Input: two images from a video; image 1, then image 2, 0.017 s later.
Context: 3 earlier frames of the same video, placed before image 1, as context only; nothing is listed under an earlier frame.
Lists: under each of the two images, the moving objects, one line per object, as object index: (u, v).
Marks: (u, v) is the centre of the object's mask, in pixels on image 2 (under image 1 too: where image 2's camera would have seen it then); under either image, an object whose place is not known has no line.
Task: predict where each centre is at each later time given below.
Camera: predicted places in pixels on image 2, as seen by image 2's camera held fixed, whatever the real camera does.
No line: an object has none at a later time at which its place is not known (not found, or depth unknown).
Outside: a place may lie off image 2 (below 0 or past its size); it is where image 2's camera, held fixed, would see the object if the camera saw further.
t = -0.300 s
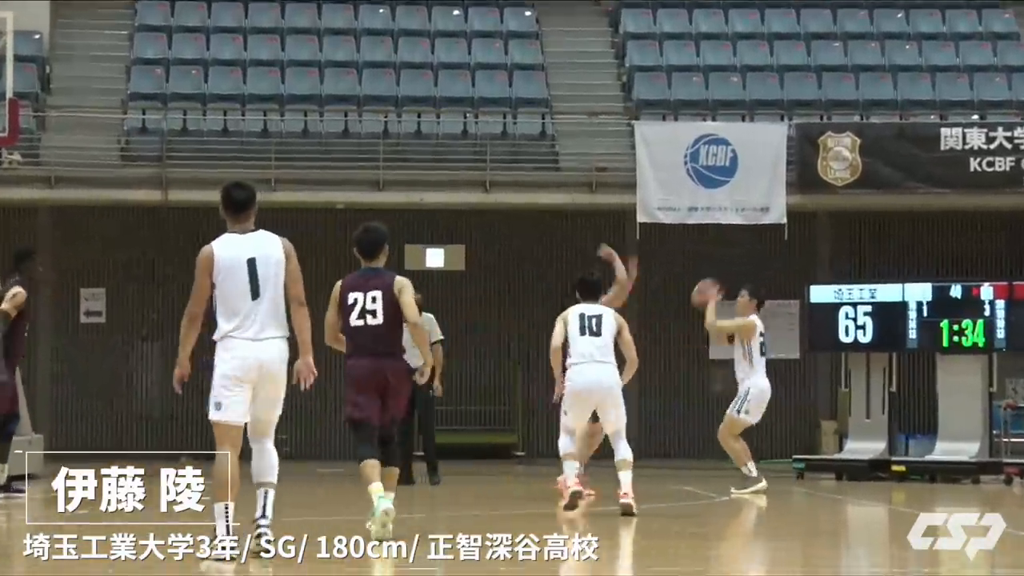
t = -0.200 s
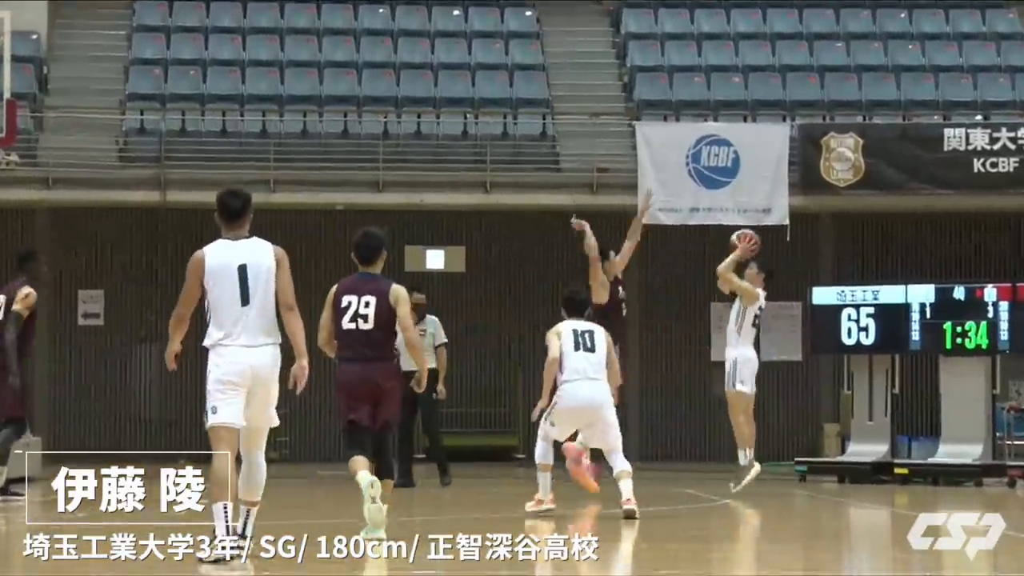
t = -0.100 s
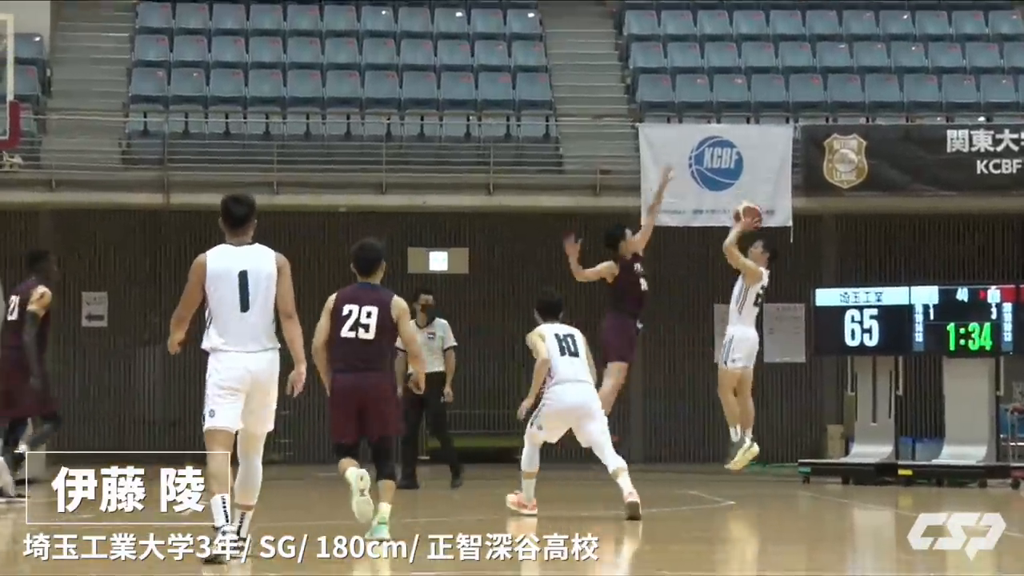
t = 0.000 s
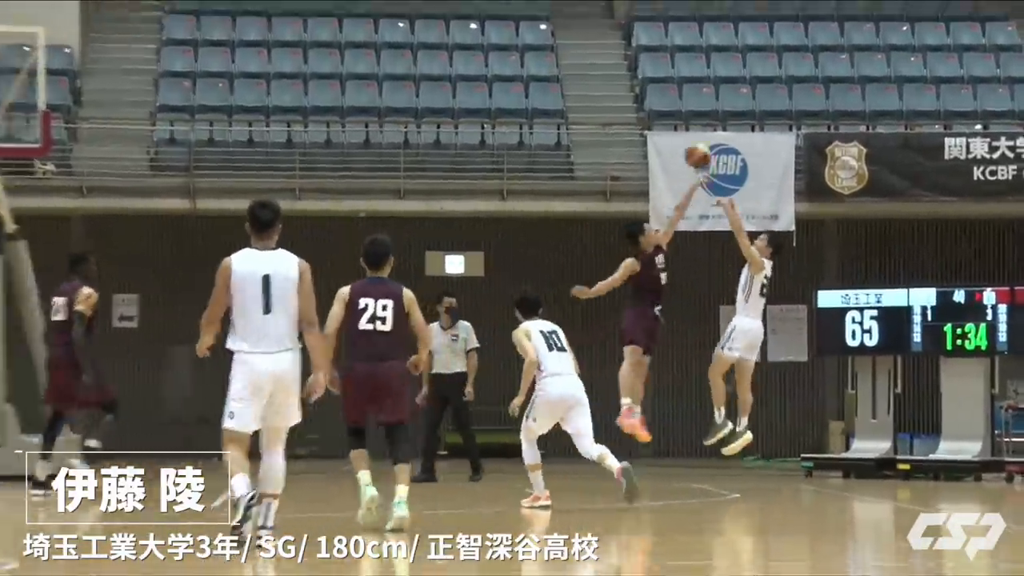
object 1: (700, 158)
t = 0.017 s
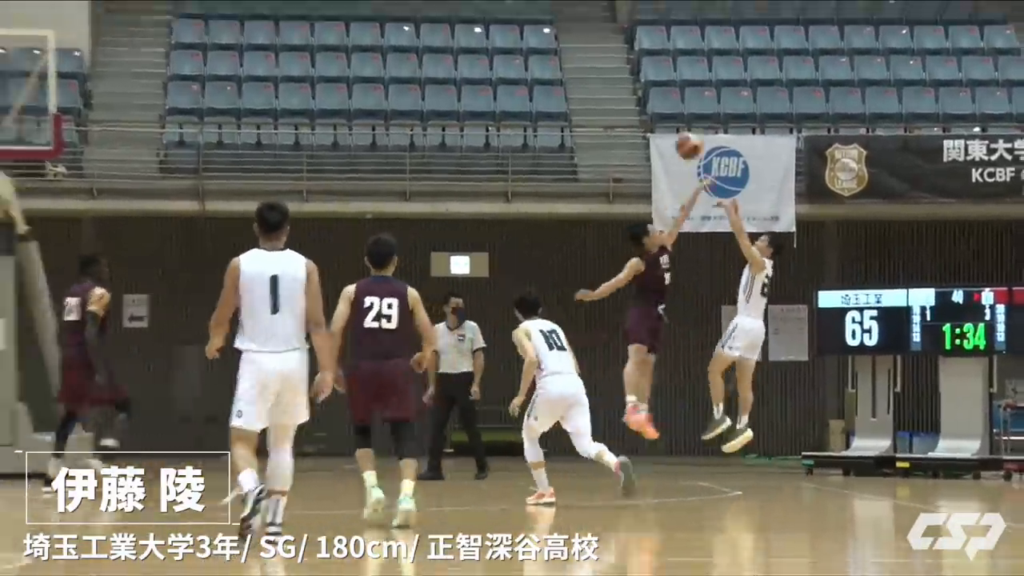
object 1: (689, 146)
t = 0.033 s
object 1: (676, 135)
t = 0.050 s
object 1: (667, 125)
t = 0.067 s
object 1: (654, 116)
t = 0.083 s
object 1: (644, 104)
